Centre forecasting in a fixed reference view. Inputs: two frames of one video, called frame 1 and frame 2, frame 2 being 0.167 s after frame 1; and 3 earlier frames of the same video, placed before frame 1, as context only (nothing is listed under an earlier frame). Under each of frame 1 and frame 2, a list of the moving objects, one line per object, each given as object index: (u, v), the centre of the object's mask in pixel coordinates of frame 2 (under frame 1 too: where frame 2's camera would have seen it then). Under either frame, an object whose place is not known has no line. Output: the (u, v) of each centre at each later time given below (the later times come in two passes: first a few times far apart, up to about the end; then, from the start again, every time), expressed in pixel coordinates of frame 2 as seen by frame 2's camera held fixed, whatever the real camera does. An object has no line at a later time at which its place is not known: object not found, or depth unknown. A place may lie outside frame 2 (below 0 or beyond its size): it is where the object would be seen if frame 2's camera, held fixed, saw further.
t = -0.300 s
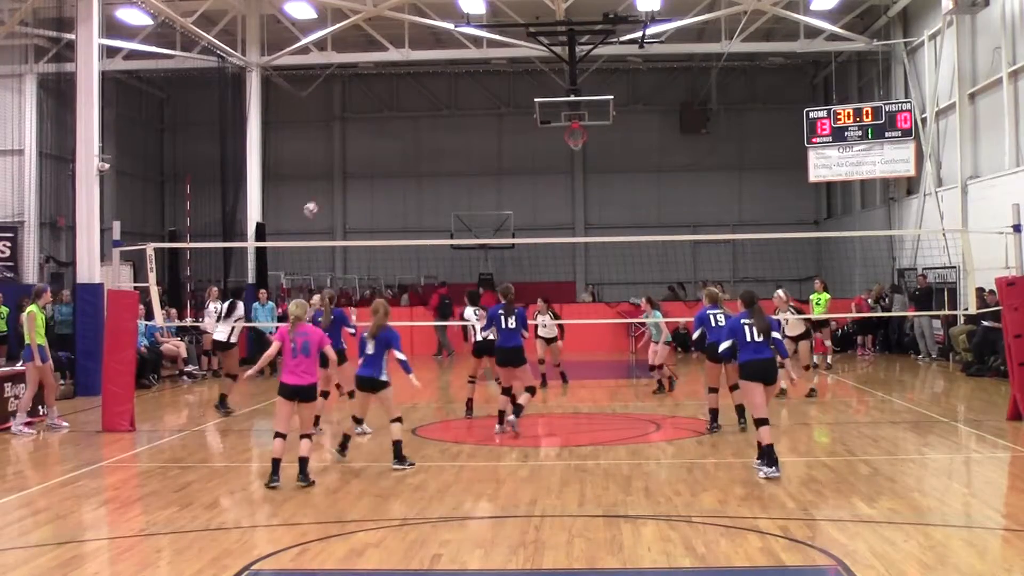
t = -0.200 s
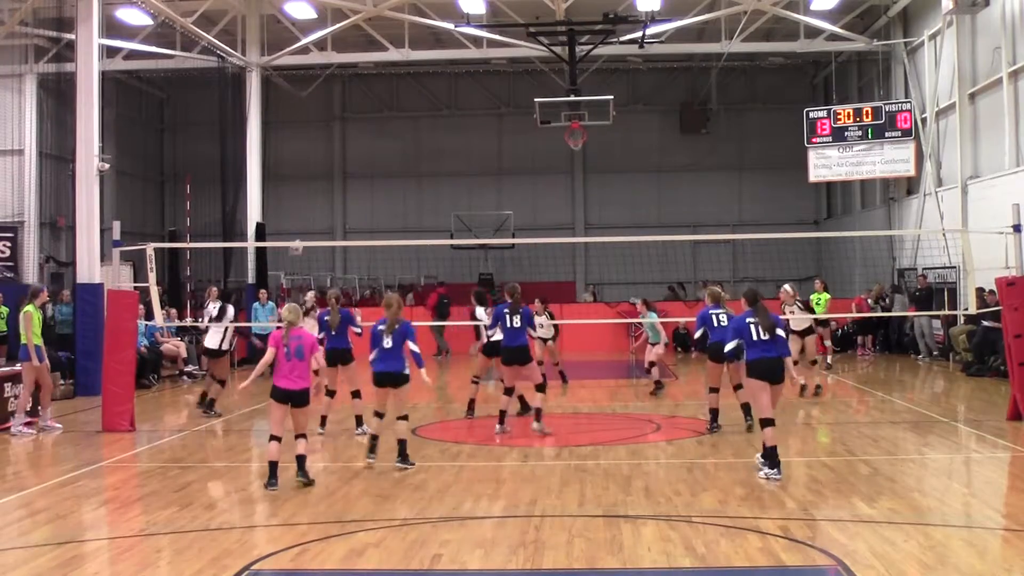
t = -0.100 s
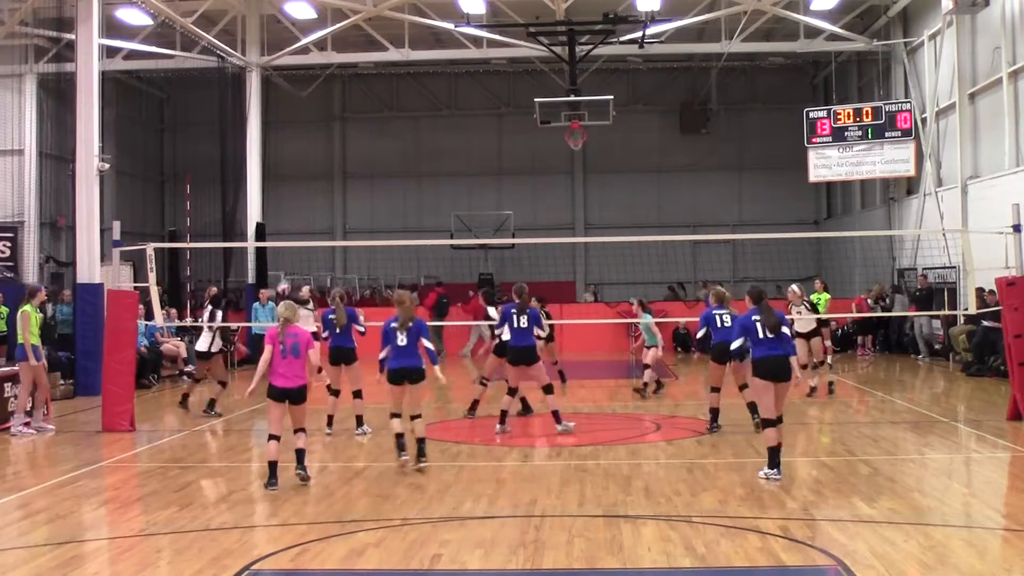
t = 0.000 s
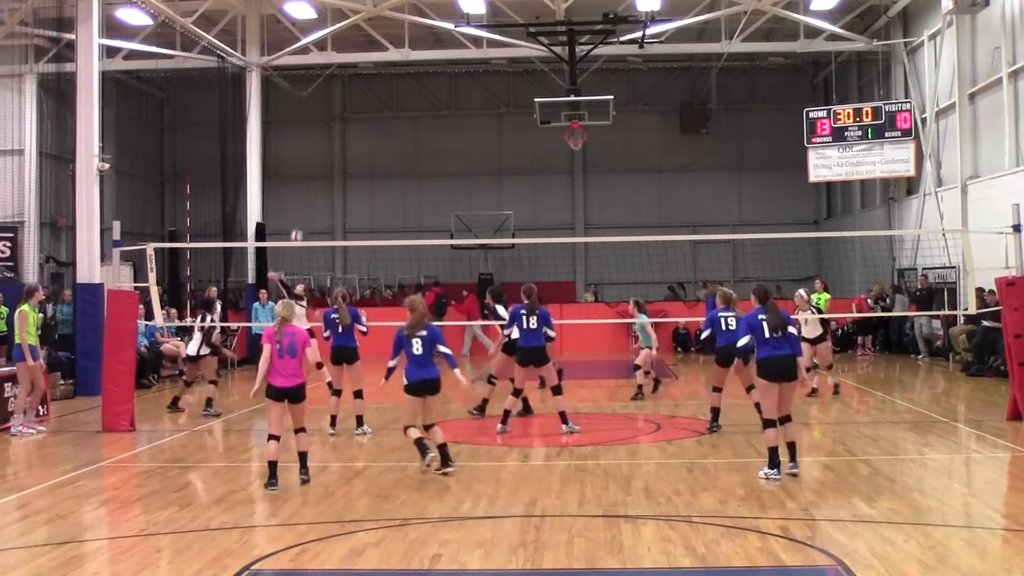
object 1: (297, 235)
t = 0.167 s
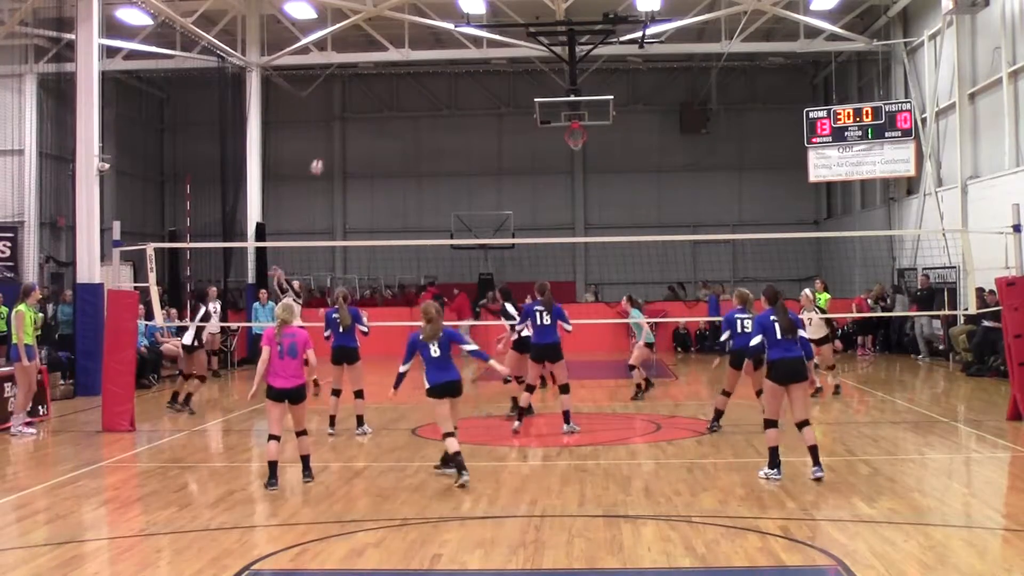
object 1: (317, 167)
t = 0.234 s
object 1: (325, 145)
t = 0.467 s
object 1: (353, 91)
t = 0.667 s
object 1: (376, 75)
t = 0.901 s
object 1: (402, 85)
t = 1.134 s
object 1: (426, 125)
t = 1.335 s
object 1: (447, 181)
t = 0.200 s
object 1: (321, 156)
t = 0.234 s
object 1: (325, 145)
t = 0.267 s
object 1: (329, 134)
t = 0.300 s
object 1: (333, 125)
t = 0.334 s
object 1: (337, 117)
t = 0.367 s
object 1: (341, 109)
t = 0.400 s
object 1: (345, 103)
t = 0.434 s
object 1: (350, 97)
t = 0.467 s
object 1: (353, 91)
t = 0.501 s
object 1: (357, 87)
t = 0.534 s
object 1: (361, 83)
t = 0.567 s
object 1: (364, 80)
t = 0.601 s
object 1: (369, 78)
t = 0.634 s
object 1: (372, 76)
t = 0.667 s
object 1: (376, 75)
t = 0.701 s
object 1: (380, 74)
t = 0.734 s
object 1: (383, 75)
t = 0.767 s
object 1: (387, 75)
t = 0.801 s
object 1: (391, 76)
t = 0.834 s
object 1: (395, 79)
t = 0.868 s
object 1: (399, 82)
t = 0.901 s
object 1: (402, 85)
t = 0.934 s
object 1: (406, 89)
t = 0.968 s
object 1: (409, 94)
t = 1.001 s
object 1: (412, 99)
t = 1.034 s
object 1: (416, 105)
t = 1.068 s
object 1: (420, 111)
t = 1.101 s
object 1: (423, 118)
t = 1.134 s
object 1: (426, 125)
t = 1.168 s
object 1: (430, 134)
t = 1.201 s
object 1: (433, 142)
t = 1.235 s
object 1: (437, 151)
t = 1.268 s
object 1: (440, 161)
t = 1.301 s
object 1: (443, 171)
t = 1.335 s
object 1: (447, 181)
